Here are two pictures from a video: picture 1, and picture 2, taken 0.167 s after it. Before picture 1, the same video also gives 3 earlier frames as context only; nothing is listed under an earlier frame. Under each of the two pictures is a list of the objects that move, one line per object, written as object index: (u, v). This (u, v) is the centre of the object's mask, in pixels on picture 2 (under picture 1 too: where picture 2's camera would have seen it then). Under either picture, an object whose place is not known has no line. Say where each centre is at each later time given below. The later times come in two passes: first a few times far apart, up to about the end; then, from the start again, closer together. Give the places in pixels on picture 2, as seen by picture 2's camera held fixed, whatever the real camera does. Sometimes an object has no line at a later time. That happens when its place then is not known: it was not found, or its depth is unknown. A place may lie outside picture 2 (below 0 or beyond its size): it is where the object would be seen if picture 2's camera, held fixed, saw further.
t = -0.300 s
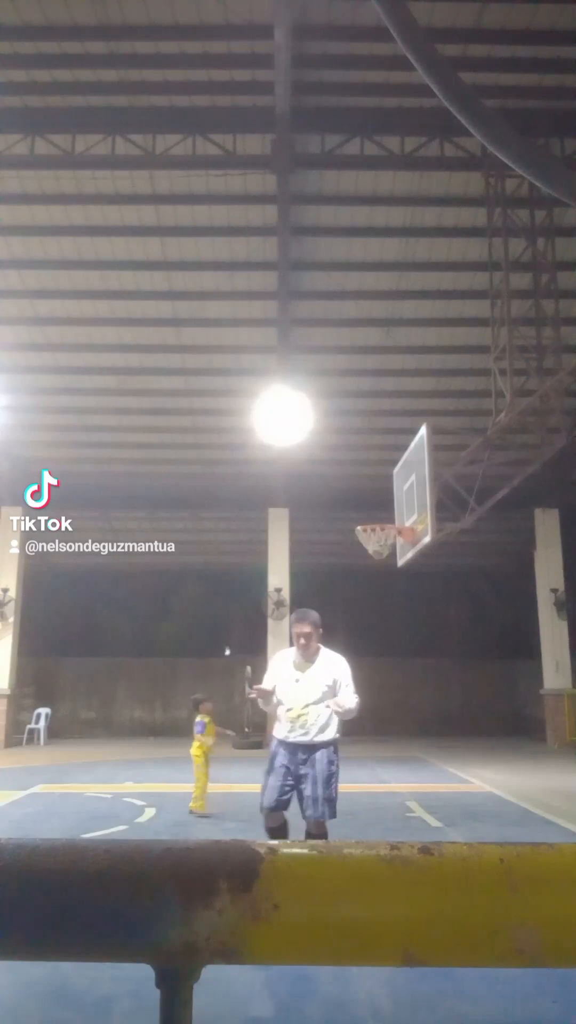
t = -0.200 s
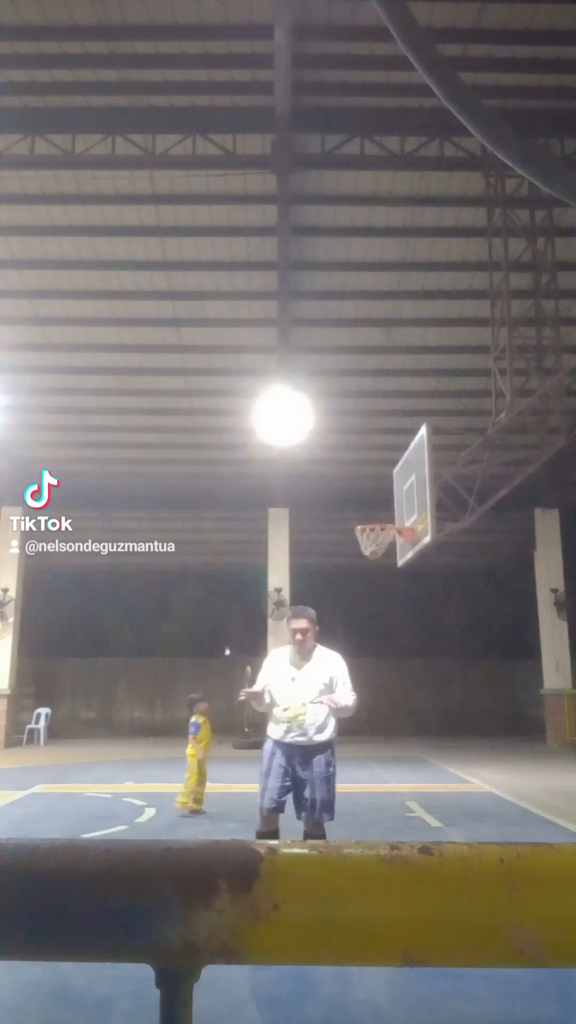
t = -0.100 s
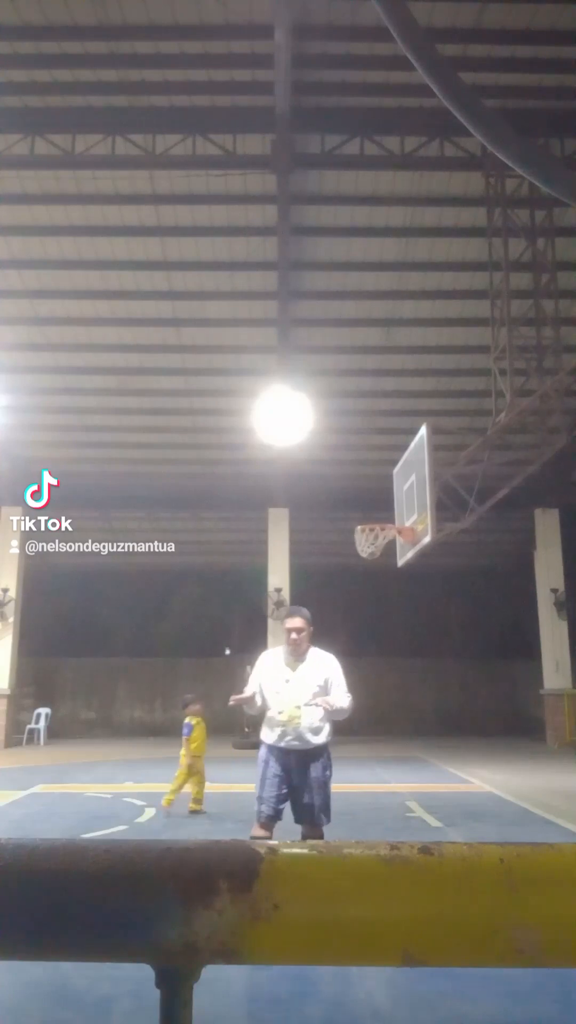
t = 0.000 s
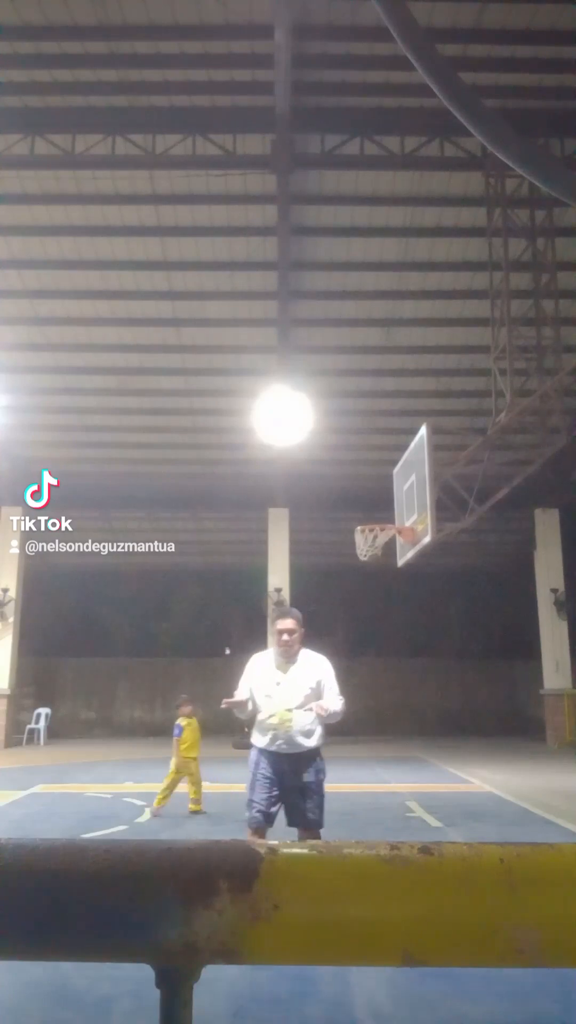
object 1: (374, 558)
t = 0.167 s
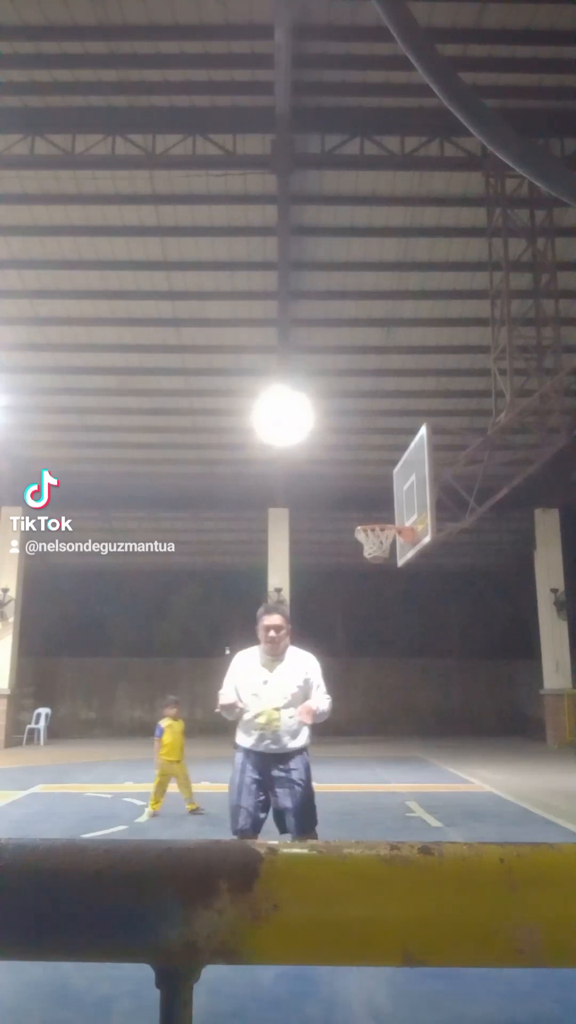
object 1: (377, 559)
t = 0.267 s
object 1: (380, 560)
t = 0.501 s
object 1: (380, 585)
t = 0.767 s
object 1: (382, 677)
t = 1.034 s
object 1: (384, 772)
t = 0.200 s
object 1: (378, 559)
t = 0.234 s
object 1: (379, 560)
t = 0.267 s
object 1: (380, 560)
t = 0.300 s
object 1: (380, 561)
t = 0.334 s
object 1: (380, 562)
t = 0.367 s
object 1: (380, 564)
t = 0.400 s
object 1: (380, 567)
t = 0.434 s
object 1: (380, 571)
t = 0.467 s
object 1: (379, 578)
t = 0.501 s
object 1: (380, 585)
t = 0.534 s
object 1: (380, 593)
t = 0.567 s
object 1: (380, 602)
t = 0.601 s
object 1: (380, 613)
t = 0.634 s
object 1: (381, 623)
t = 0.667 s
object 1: (381, 635)
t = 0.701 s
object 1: (381, 647)
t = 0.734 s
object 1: (381, 662)
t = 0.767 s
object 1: (382, 677)
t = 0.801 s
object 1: (381, 691)
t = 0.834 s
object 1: (382, 709)
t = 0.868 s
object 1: (382, 726)
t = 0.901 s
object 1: (382, 745)
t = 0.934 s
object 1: (385, 768)
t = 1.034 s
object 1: (384, 772)
